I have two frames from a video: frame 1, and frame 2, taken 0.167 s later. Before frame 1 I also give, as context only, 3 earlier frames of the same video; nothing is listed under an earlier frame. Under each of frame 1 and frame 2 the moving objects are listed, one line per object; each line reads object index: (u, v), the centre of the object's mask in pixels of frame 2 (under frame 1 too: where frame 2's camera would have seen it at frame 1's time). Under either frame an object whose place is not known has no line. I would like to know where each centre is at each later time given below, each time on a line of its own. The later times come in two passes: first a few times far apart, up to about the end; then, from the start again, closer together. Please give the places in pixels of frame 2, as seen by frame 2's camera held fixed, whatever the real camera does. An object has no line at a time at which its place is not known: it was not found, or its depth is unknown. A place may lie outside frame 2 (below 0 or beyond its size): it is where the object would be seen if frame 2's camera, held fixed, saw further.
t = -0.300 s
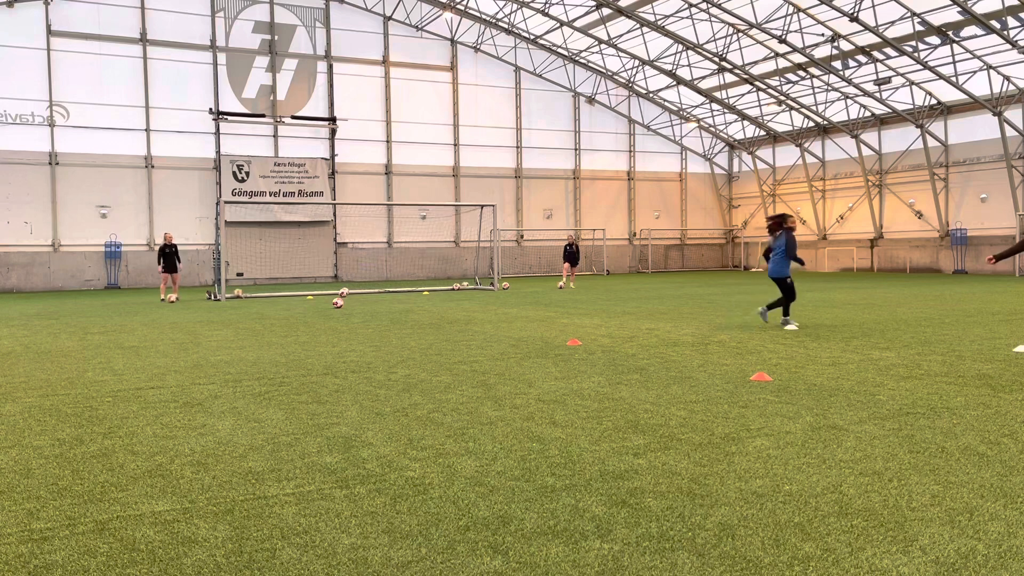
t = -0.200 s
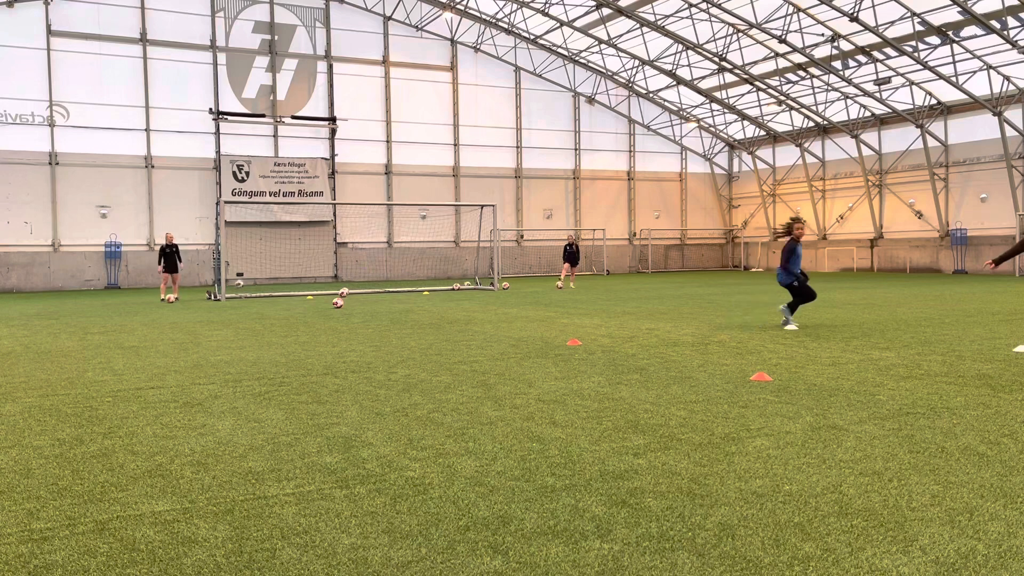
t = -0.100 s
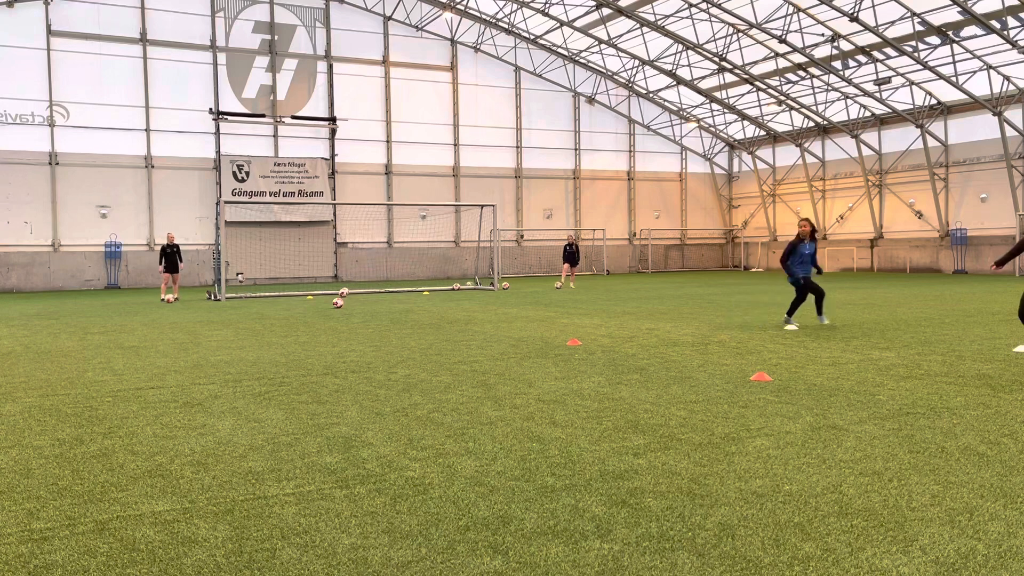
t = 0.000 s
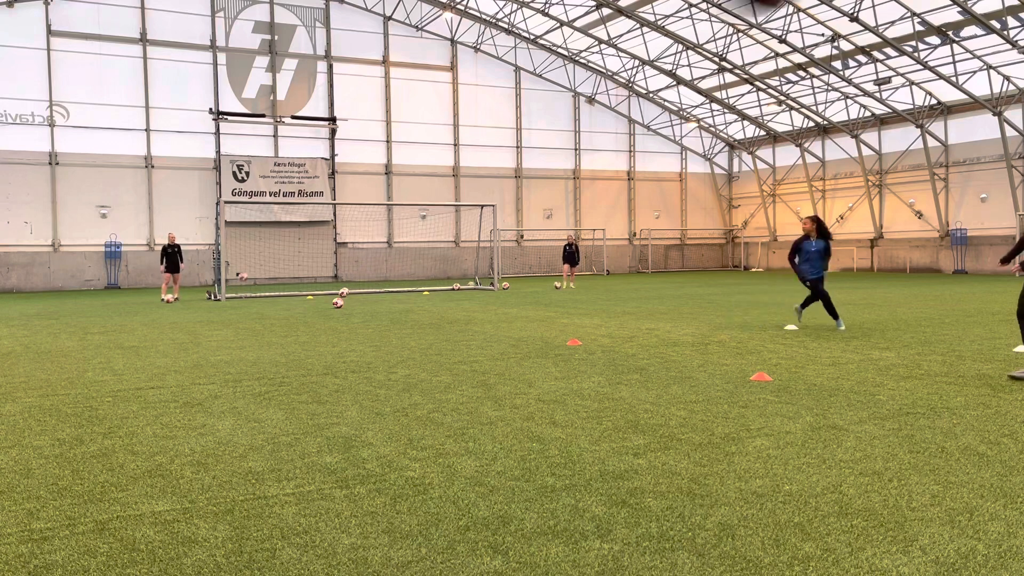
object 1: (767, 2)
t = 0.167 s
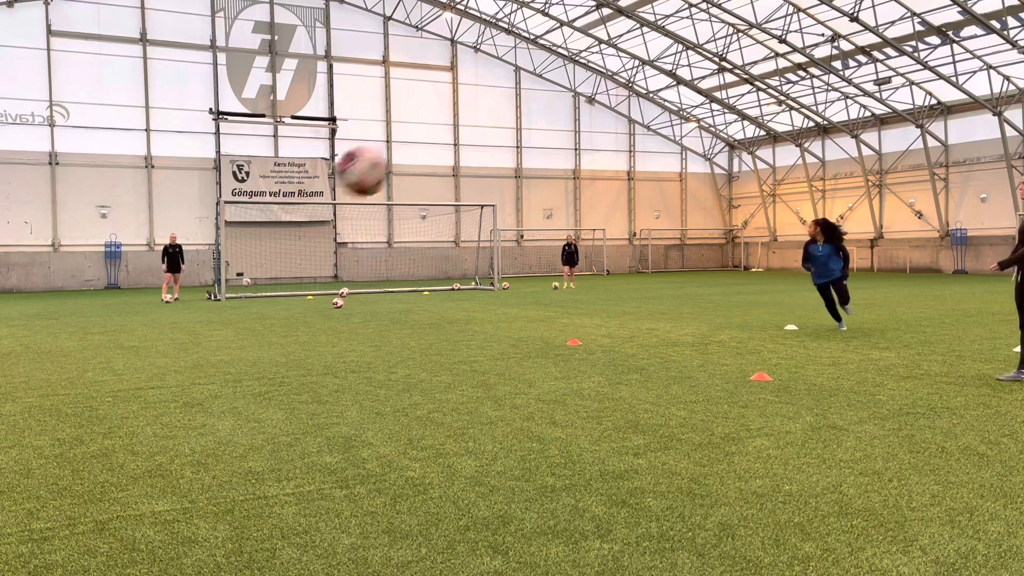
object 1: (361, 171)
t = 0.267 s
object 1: (266, 240)
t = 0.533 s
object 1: (141, 375)
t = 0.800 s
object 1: (115, 306)
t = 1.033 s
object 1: (102, 310)
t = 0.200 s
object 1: (324, 195)
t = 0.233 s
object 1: (293, 219)
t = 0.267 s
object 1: (266, 240)
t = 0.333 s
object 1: (221, 279)
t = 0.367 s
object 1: (204, 297)
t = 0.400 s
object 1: (189, 314)
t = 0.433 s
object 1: (175, 330)
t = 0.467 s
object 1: (162, 346)
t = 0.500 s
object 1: (152, 362)
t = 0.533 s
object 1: (141, 375)
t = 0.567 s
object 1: (138, 361)
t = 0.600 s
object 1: (133, 347)
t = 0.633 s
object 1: (130, 336)
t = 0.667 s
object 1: (126, 327)
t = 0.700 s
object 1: (123, 319)
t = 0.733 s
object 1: (120, 313)
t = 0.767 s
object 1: (118, 309)
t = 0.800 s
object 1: (115, 306)
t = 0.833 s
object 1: (112, 304)
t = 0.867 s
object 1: (110, 303)
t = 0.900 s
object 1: (108, 303)
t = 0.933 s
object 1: (105, 305)
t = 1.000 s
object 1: (104, 306)
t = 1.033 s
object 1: (102, 310)
